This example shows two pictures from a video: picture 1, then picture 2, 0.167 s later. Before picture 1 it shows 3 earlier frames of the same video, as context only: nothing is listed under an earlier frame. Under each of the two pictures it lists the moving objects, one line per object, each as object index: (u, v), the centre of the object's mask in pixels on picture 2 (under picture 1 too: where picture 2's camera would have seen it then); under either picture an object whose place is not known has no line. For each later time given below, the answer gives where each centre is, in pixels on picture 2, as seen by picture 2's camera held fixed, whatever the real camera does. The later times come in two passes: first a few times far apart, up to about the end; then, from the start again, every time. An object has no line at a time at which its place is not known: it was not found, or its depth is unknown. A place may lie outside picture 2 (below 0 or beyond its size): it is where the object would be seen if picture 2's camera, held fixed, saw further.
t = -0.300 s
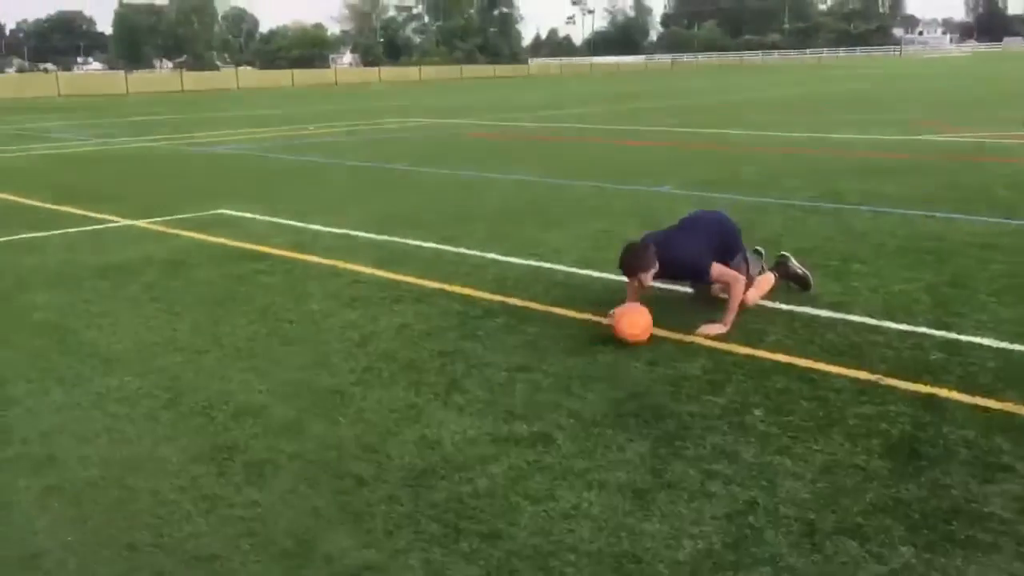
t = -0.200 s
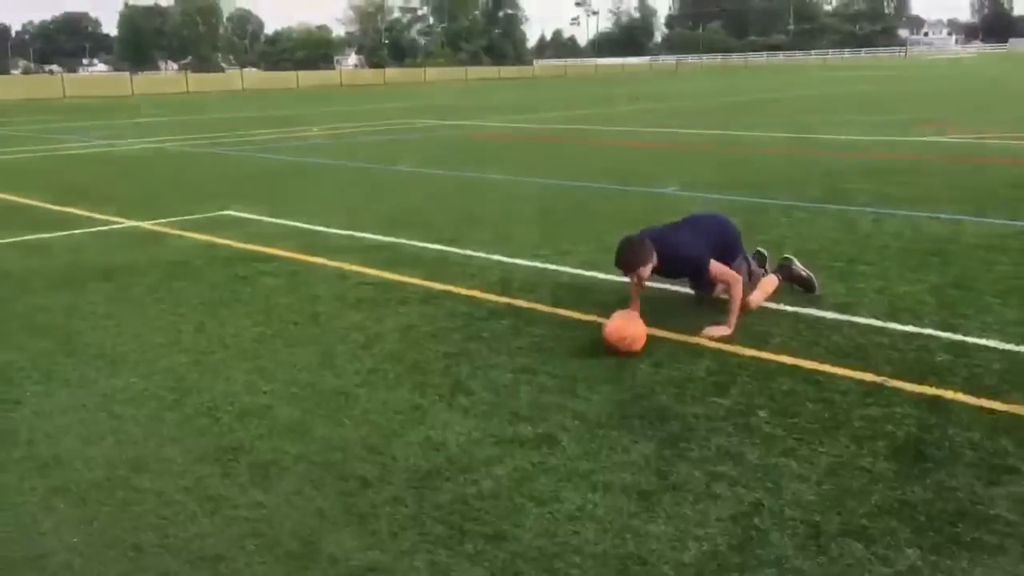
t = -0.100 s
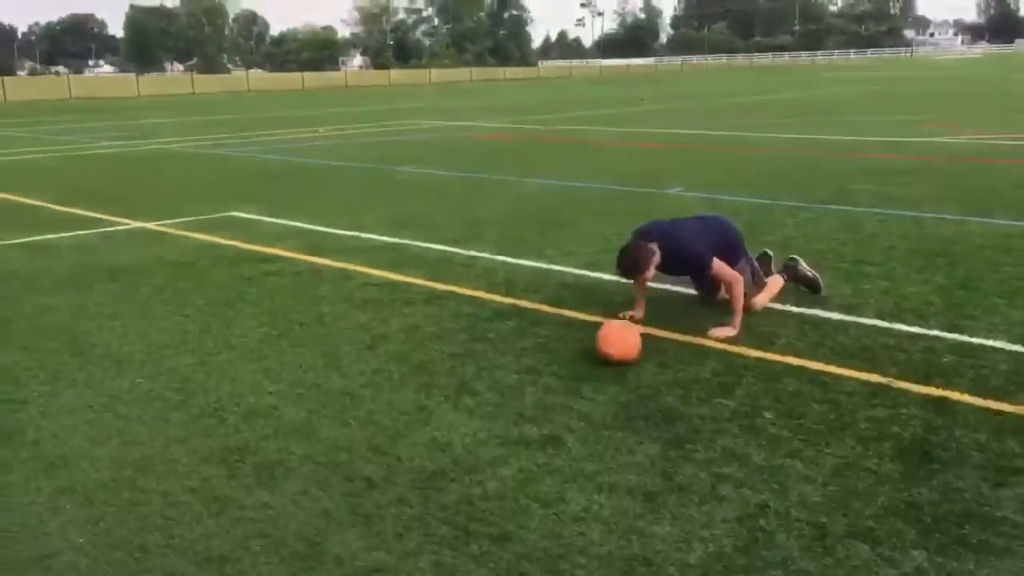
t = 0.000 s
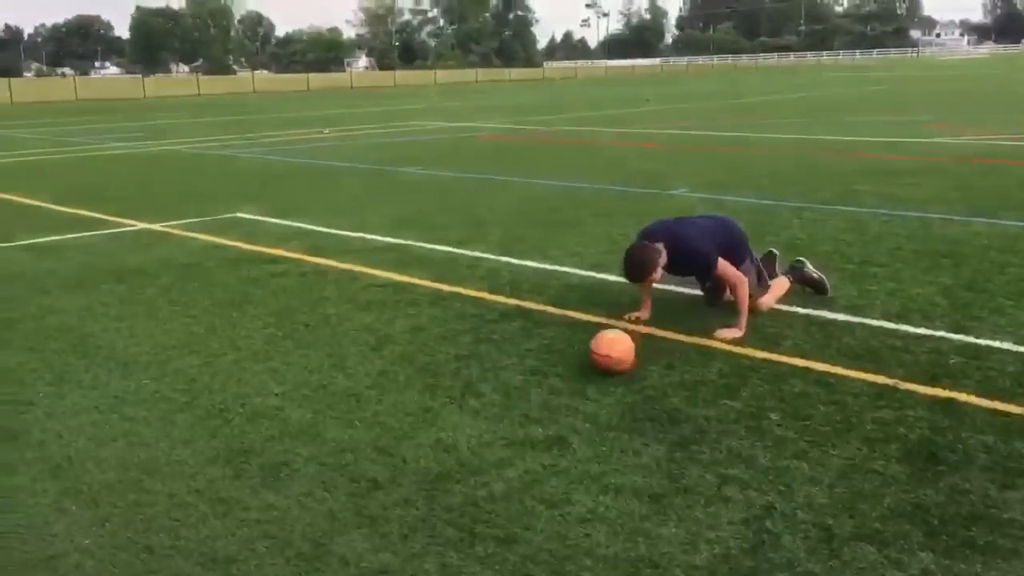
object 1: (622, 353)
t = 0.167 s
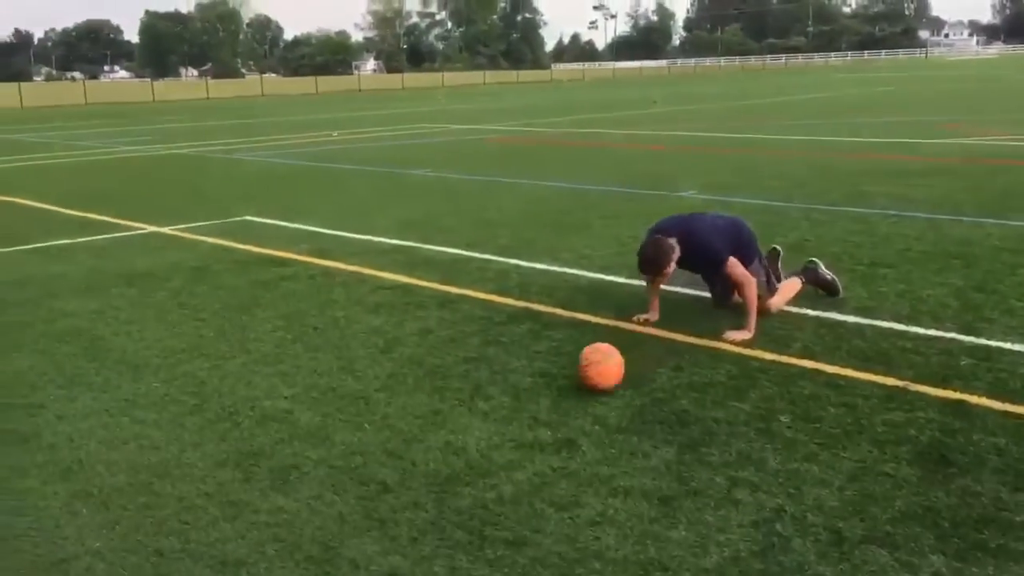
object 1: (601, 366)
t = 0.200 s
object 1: (597, 369)
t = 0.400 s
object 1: (571, 388)
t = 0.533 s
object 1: (554, 400)
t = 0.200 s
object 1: (597, 369)
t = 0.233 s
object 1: (593, 373)
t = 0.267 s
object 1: (588, 375)
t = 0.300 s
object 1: (583, 378)
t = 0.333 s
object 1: (580, 381)
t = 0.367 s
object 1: (575, 385)
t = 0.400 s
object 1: (571, 388)
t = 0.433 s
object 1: (567, 391)
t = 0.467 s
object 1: (563, 394)
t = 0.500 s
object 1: (559, 396)
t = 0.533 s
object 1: (554, 400)
